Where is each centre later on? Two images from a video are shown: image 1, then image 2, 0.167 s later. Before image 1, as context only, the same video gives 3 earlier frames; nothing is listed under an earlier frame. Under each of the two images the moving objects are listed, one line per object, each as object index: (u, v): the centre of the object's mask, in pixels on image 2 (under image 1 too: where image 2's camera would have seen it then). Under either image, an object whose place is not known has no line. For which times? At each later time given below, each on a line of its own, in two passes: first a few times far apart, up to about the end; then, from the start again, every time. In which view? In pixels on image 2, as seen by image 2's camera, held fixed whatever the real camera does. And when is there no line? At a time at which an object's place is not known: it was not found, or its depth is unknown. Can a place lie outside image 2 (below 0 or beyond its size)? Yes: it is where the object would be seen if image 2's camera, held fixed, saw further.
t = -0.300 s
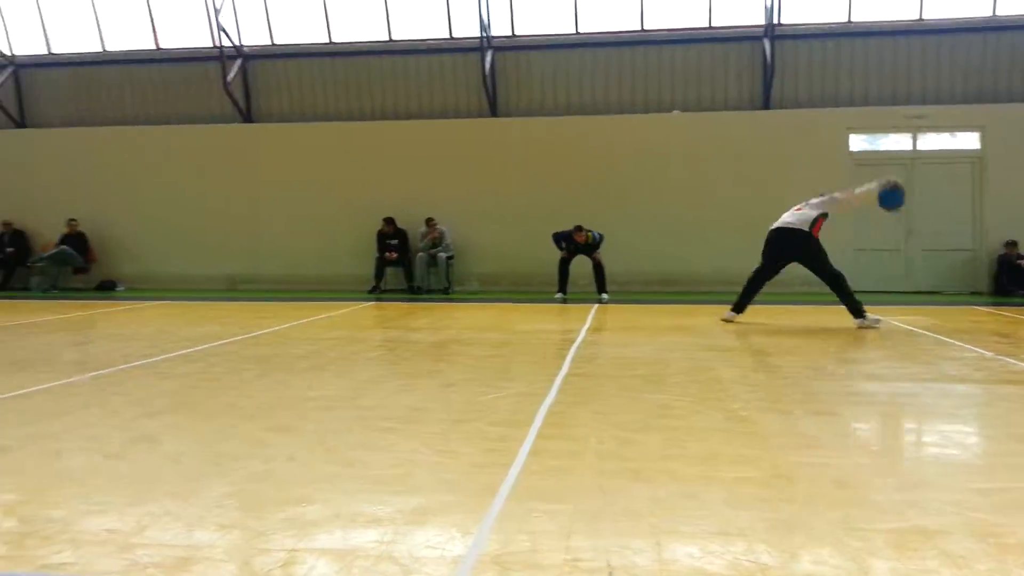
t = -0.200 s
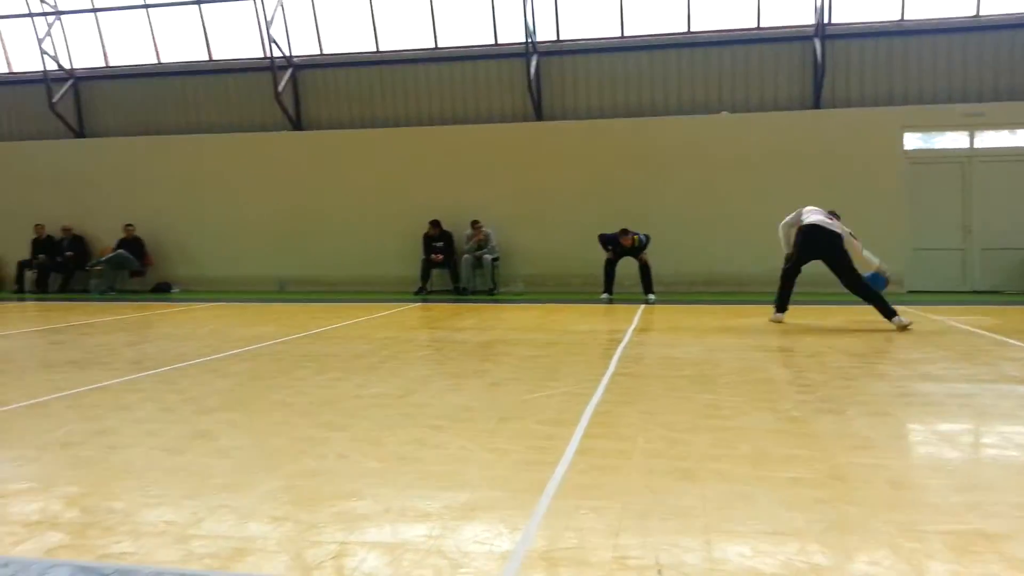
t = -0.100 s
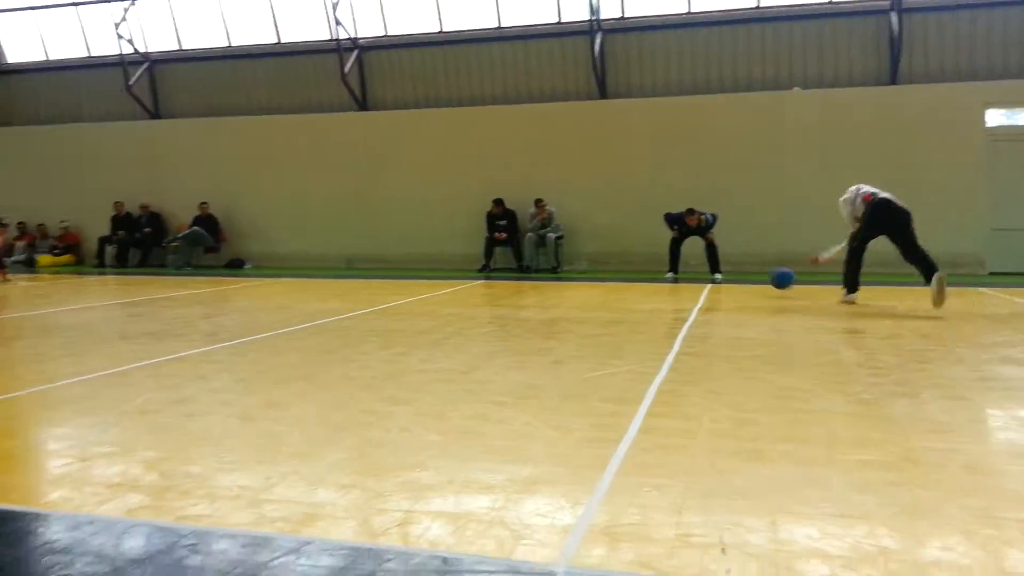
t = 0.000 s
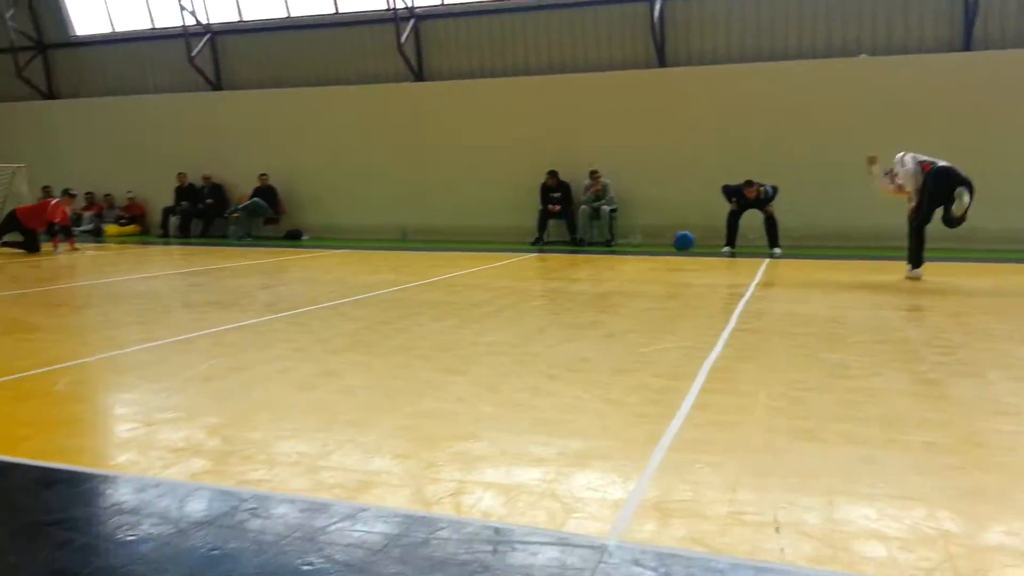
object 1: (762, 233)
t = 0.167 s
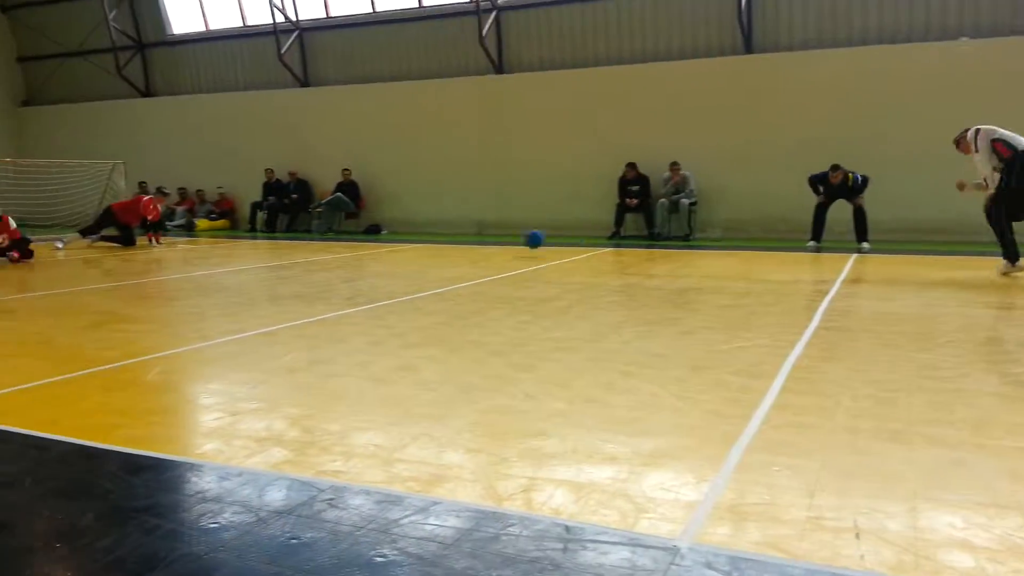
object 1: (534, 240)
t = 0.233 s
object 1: (458, 246)
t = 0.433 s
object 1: (305, 232)
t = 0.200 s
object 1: (495, 243)
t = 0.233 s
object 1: (458, 246)
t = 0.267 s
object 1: (430, 242)
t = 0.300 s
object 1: (404, 237)
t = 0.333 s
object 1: (378, 235)
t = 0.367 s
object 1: (352, 231)
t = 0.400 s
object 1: (328, 231)
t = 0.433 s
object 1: (305, 232)
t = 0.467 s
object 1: (282, 234)
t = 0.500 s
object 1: (260, 236)
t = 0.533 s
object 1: (237, 239)
